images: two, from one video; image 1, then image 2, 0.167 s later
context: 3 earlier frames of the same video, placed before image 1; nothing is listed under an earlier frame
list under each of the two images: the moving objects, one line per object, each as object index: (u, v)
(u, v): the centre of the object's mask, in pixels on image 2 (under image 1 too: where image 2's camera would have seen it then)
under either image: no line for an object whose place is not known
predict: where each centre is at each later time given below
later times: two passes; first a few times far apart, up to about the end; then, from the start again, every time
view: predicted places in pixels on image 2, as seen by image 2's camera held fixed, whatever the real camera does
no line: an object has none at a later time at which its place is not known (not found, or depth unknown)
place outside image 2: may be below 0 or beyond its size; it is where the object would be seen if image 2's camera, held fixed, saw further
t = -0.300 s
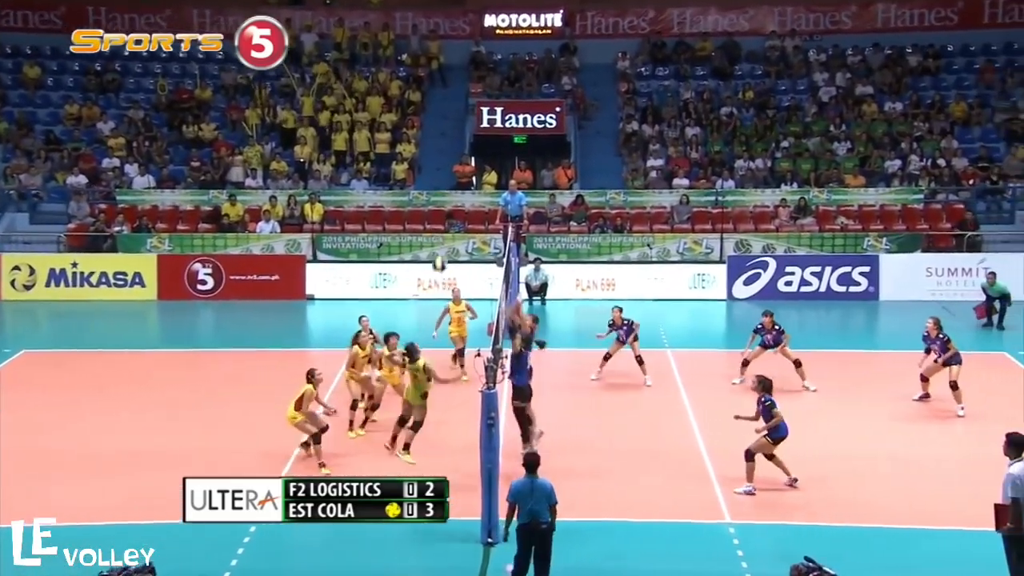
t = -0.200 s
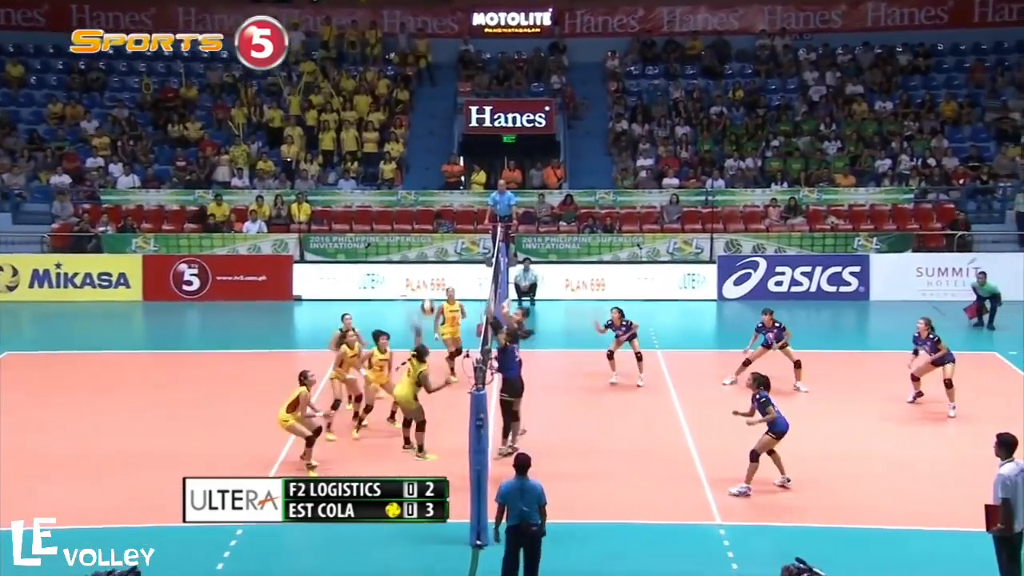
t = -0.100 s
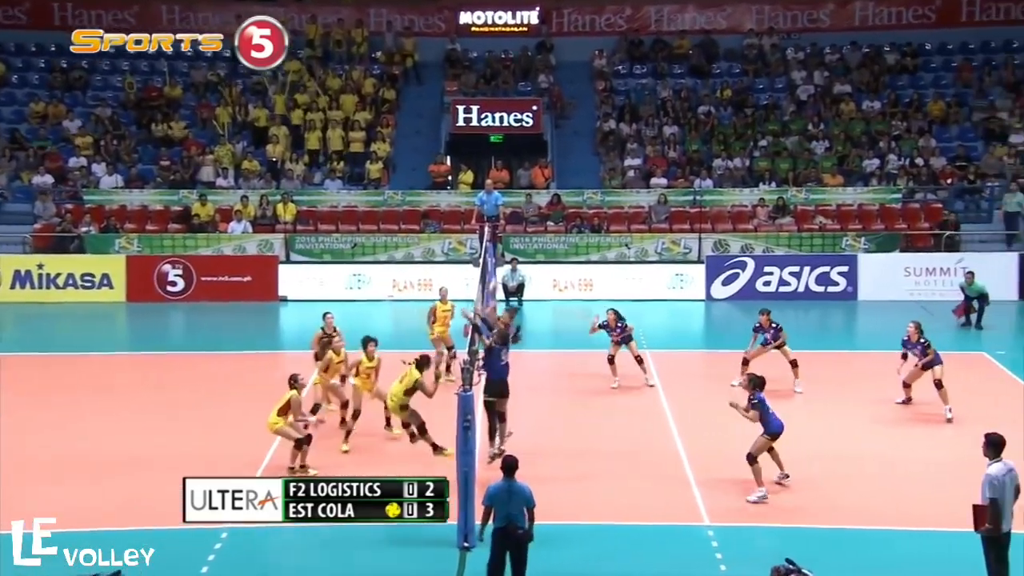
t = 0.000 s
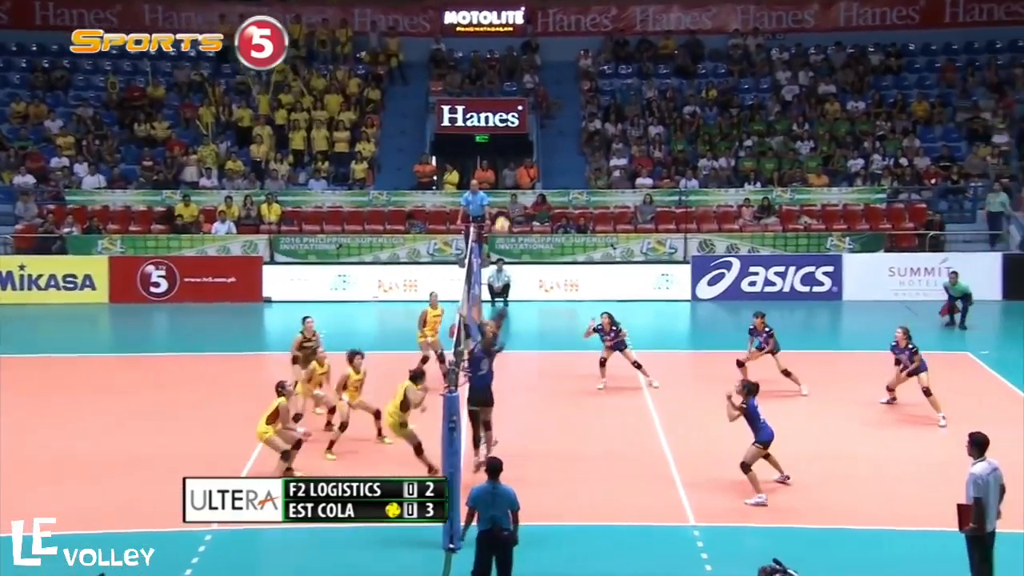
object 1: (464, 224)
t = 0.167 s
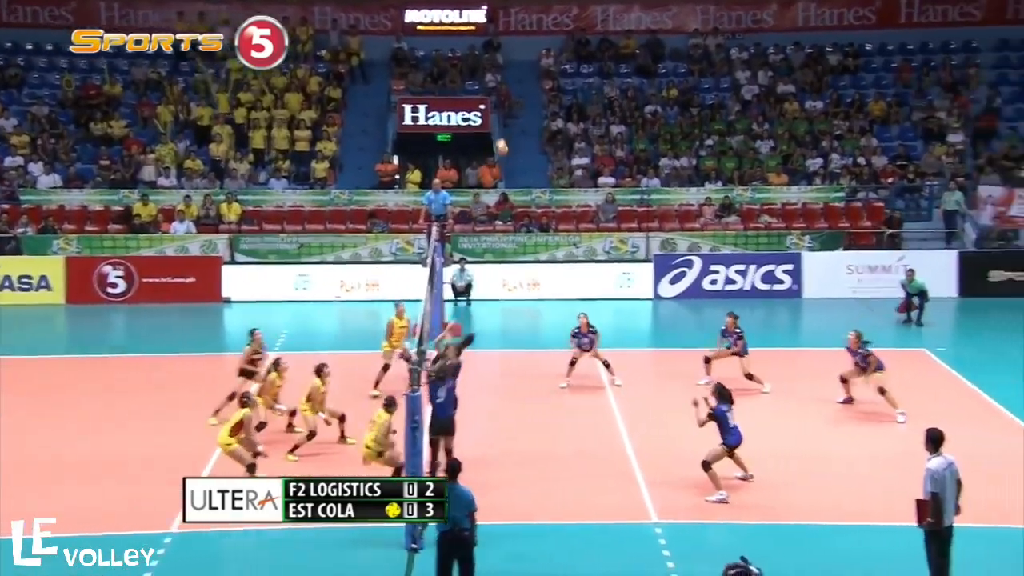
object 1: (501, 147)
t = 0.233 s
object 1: (515, 124)
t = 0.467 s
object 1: (562, 74)
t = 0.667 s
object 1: (599, 65)
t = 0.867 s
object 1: (631, 83)
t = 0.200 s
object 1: (507, 135)
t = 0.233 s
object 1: (515, 124)
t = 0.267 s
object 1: (522, 114)
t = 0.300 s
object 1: (529, 105)
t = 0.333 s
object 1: (535, 97)
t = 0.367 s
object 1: (542, 90)
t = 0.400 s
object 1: (549, 83)
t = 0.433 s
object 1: (555, 79)
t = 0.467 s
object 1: (562, 74)
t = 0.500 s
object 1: (568, 70)
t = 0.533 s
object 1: (574, 68)
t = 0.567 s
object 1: (581, 66)
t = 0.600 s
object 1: (587, 65)
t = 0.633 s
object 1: (593, 65)
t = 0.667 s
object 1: (599, 65)
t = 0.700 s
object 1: (604, 67)
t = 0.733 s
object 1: (610, 69)
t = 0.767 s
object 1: (615, 72)
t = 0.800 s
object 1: (621, 75)
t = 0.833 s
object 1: (626, 79)
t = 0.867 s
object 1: (631, 83)
